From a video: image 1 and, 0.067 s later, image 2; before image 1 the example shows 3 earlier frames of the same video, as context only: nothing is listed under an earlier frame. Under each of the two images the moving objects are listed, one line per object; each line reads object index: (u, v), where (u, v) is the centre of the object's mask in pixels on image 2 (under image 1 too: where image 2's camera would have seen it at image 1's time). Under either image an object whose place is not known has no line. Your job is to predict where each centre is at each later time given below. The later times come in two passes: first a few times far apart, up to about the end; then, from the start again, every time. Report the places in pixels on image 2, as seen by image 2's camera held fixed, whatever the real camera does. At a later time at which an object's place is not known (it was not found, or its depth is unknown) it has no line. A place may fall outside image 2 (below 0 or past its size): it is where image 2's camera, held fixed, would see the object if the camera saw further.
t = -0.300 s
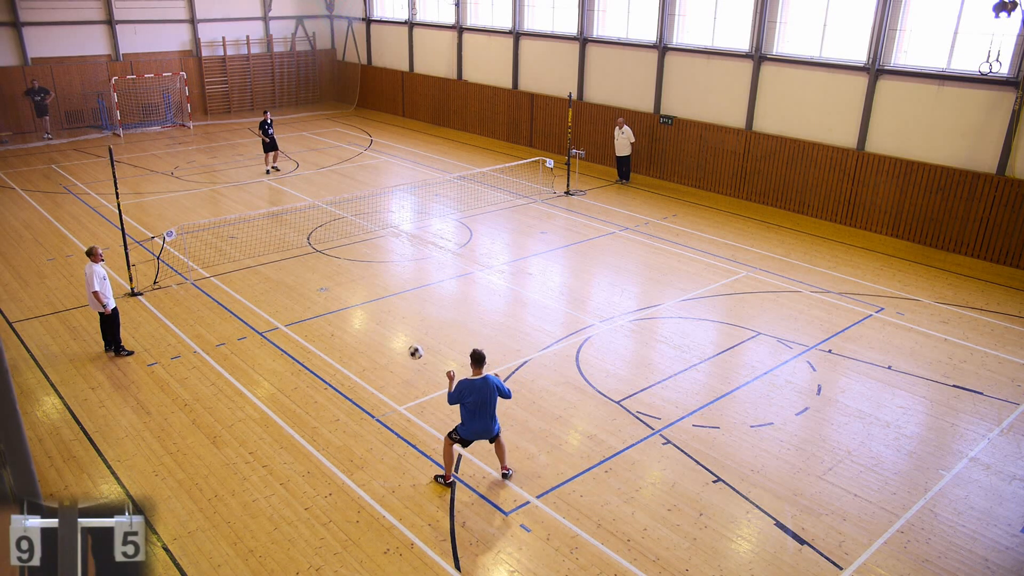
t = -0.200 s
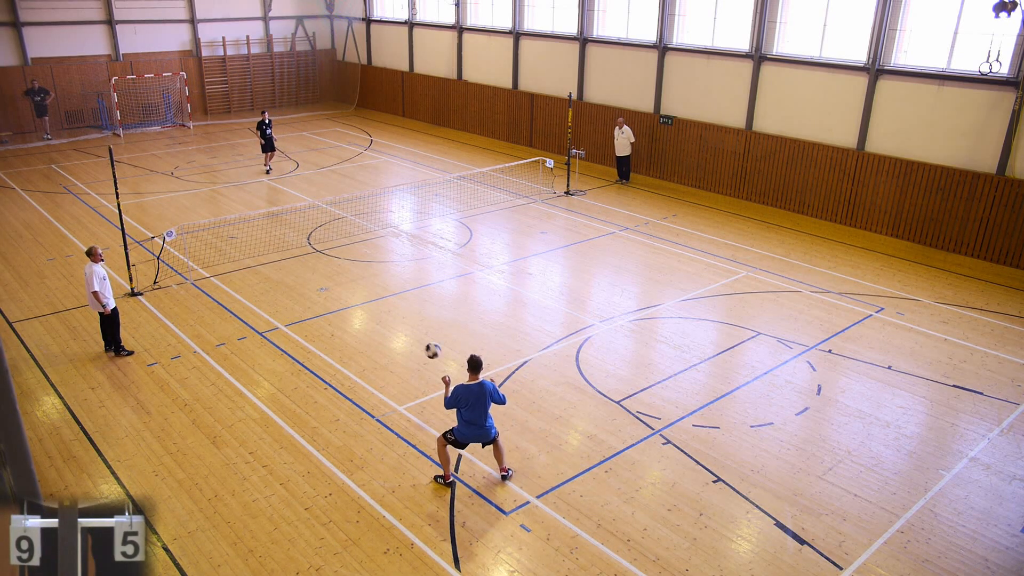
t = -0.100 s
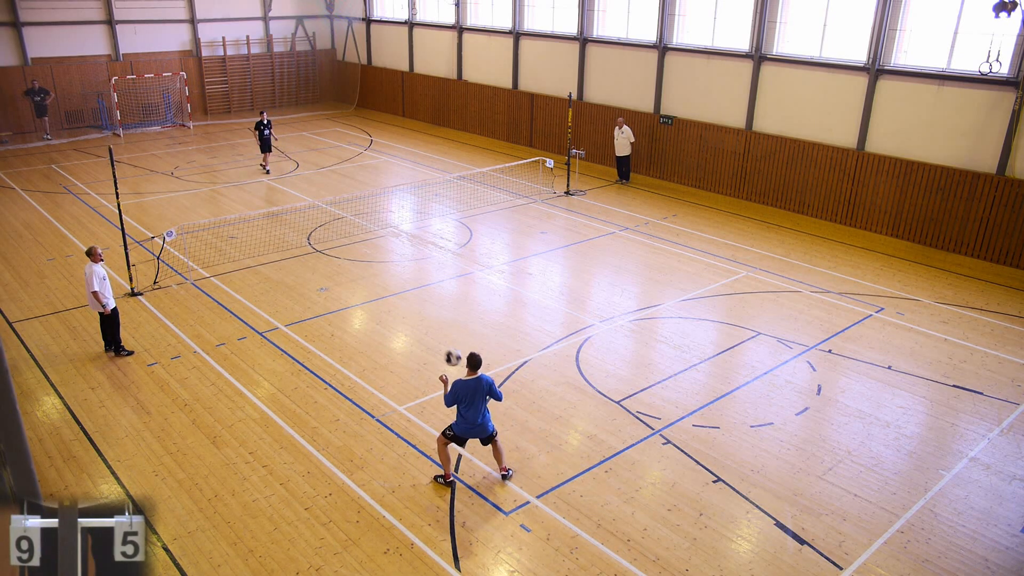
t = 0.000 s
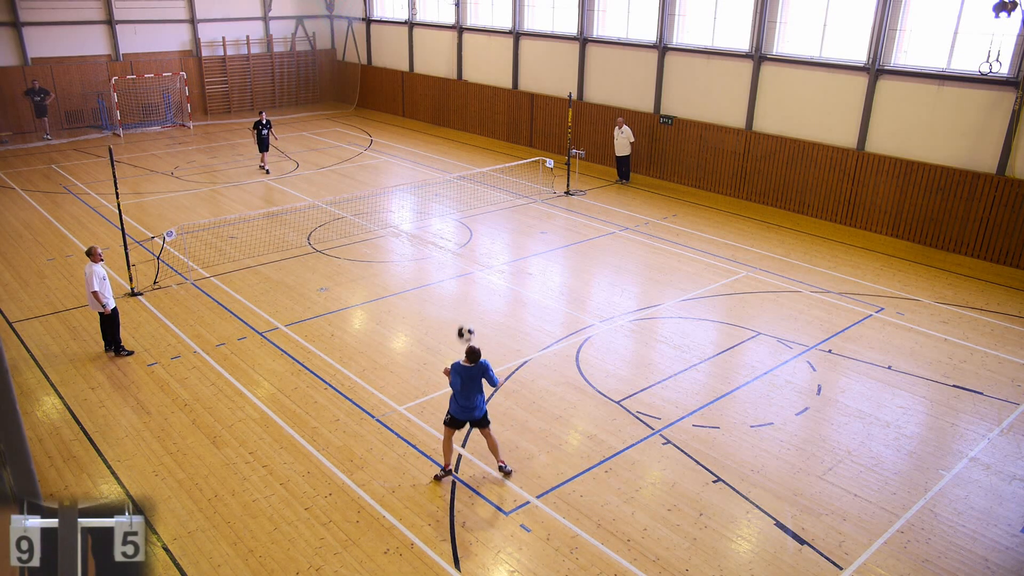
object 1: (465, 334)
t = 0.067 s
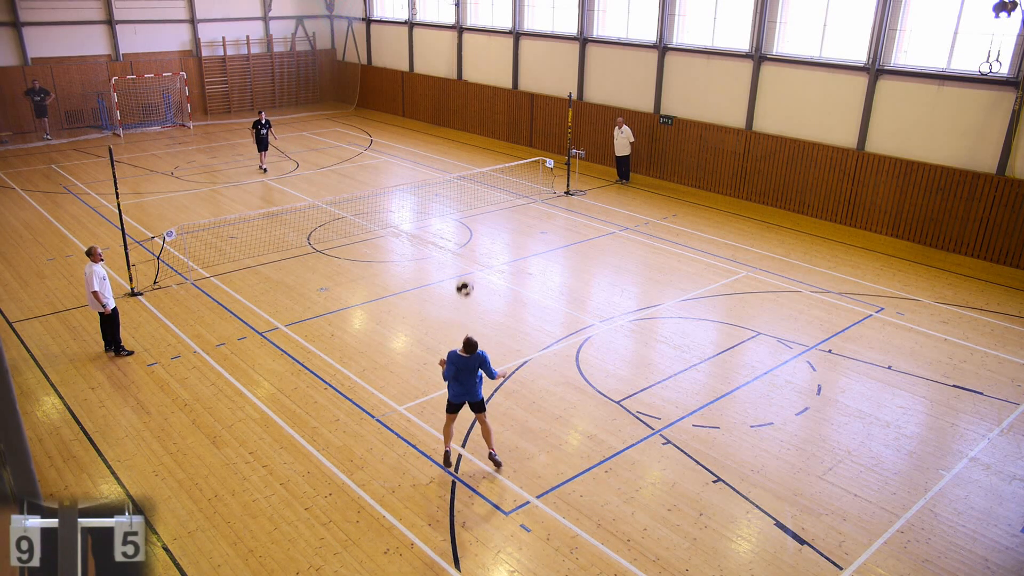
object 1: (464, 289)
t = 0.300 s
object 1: (464, 156)
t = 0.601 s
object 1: (464, 58)
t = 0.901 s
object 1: (466, 40)
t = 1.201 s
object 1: (468, 92)
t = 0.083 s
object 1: (464, 276)
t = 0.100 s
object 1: (464, 266)
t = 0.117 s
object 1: (463, 256)
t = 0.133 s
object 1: (464, 246)
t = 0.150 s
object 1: (464, 236)
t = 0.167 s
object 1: (463, 226)
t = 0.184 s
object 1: (463, 217)
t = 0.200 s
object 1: (463, 208)
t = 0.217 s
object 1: (463, 197)
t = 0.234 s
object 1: (464, 189)
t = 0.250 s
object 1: (463, 181)
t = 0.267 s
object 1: (464, 172)
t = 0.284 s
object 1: (464, 164)
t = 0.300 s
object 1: (464, 156)
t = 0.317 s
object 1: (464, 149)
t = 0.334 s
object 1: (464, 141)
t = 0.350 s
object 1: (464, 135)
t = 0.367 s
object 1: (464, 128)
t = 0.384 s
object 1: (464, 121)
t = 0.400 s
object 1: (464, 115)
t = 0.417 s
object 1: (464, 109)
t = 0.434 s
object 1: (464, 103)
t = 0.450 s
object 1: (464, 97)
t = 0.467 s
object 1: (464, 92)
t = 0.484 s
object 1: (464, 87)
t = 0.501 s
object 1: (464, 82)
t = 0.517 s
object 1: (464, 77)
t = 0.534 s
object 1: (464, 73)
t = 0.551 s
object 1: (464, 70)
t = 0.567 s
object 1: (464, 65)
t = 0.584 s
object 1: (464, 62)
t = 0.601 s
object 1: (464, 58)
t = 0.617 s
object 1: (464, 56)
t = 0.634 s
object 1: (465, 52)
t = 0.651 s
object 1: (464, 50)
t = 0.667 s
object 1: (464, 47)
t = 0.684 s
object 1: (465, 46)
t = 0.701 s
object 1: (465, 43)
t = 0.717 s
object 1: (465, 42)
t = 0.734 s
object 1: (465, 40)
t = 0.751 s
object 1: (465, 39)
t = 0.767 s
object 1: (465, 38)
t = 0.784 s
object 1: (465, 38)
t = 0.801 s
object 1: (465, 37)
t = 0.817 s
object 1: (465, 37)
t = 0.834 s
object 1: (465, 37)
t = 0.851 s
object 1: (466, 38)
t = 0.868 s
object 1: (466, 38)
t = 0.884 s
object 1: (466, 39)
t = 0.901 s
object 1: (466, 40)
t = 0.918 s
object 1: (466, 41)
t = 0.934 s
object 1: (466, 42)
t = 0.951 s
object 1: (466, 44)
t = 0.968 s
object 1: (466, 46)
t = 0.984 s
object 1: (466, 48)
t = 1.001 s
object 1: (466, 50)
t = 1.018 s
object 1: (466, 53)
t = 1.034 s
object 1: (466, 56)
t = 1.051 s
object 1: (466, 58)
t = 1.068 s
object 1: (467, 61)
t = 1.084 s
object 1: (467, 64)
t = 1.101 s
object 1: (466, 68)
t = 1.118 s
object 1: (467, 72)
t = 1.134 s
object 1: (467, 76)
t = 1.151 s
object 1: (468, 80)
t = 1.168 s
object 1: (468, 84)
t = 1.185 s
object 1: (467, 88)
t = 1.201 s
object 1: (468, 92)
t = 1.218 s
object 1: (468, 97)
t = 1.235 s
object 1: (468, 101)
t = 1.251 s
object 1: (468, 106)
